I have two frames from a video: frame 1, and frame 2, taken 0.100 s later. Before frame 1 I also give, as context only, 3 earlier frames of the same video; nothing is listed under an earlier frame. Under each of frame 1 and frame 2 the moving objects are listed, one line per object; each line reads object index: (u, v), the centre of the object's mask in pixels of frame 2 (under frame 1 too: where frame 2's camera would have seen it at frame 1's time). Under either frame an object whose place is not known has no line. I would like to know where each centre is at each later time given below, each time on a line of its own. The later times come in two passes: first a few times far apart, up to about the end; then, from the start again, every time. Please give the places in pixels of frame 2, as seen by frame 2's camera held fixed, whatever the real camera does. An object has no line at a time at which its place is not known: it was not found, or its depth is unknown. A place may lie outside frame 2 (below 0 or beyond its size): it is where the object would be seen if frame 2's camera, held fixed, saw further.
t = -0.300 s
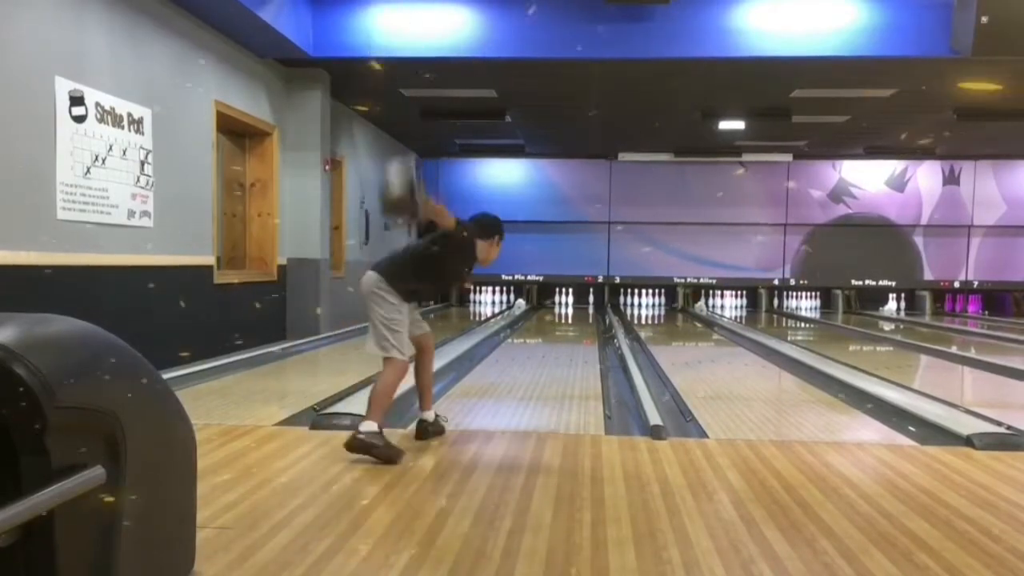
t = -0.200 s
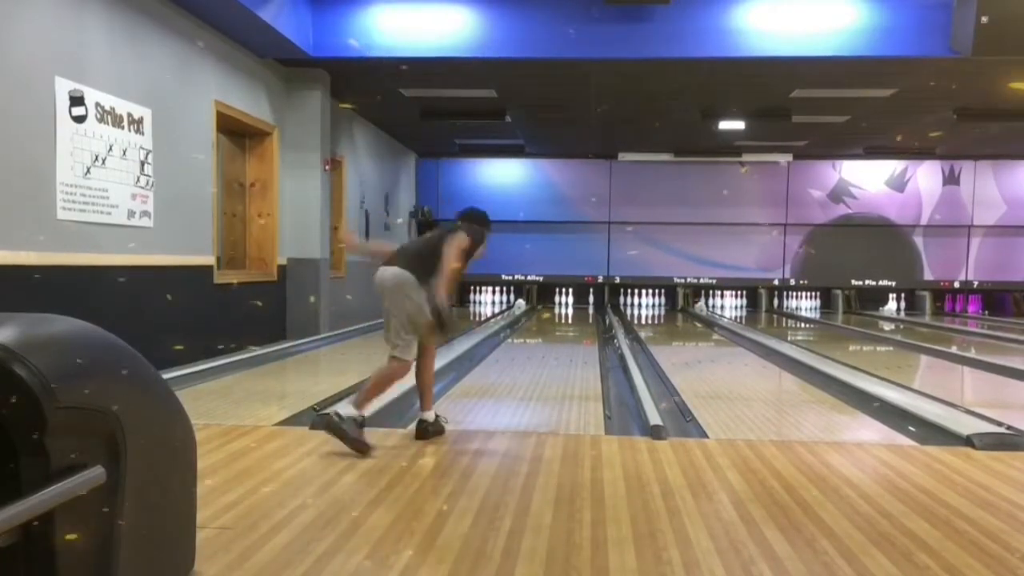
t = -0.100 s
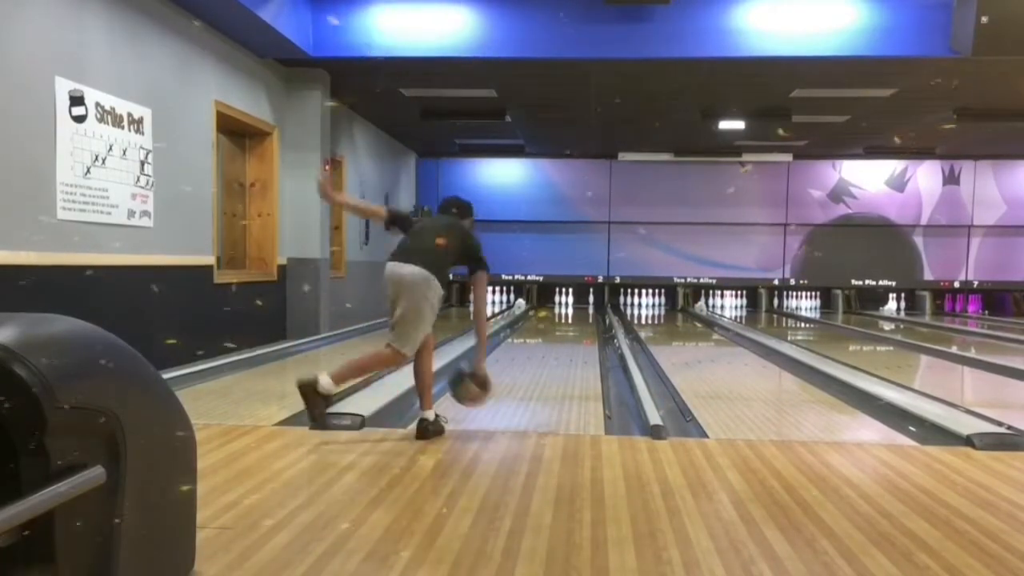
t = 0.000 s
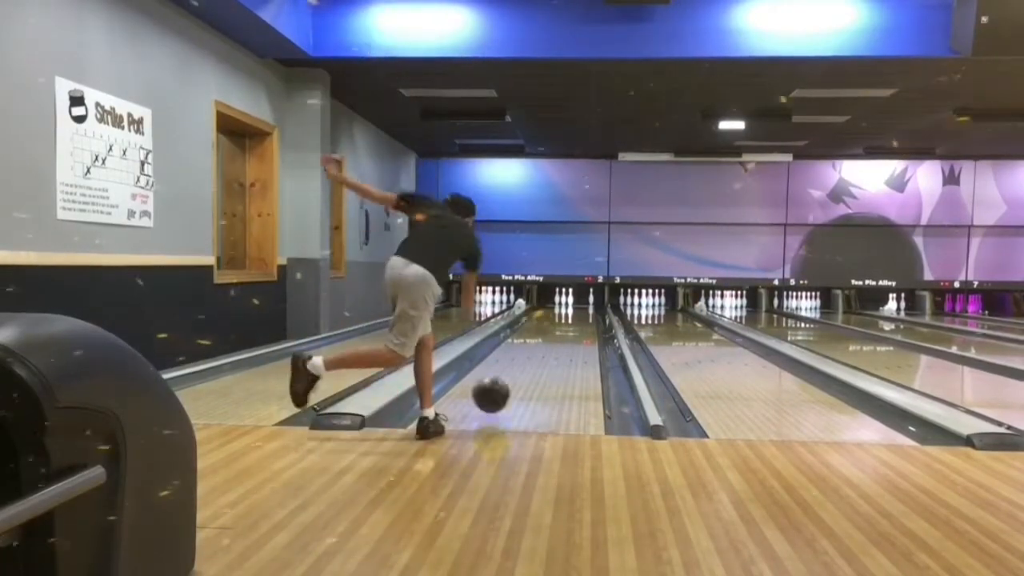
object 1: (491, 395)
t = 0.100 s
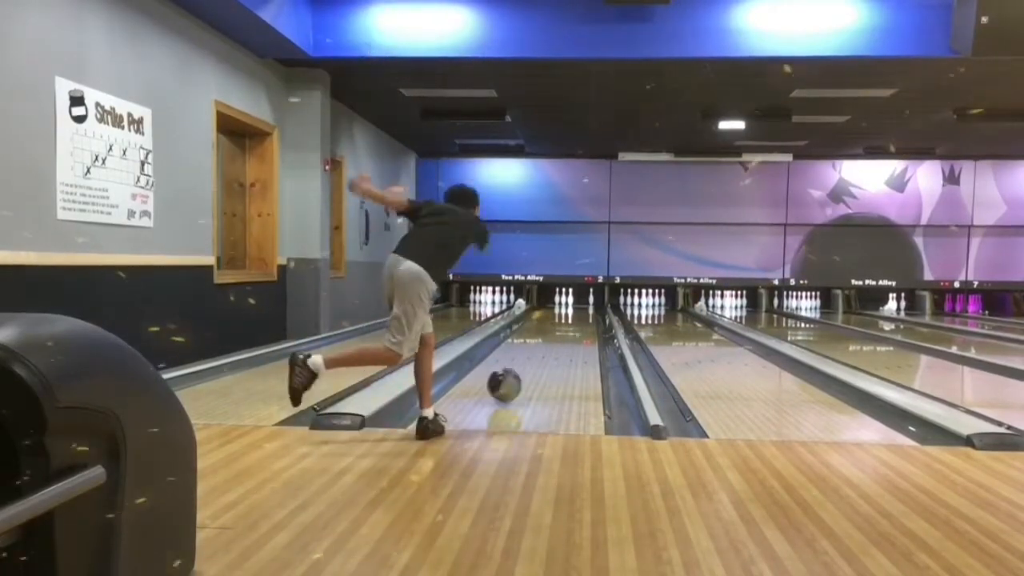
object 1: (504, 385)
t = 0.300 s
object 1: (524, 369)
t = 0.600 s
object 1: (545, 350)
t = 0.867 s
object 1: (557, 337)
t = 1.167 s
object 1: (566, 328)
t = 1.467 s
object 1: (571, 320)
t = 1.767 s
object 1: (578, 316)
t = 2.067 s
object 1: (580, 312)
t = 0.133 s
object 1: (508, 383)
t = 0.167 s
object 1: (512, 380)
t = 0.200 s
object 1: (516, 377)
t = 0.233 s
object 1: (519, 374)
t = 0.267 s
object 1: (522, 372)
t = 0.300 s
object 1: (524, 369)
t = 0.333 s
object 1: (527, 367)
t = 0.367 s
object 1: (530, 364)
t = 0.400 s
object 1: (532, 361)
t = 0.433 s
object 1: (535, 359)
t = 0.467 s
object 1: (536, 358)
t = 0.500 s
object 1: (539, 356)
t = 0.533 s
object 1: (541, 353)
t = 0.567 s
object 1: (543, 351)
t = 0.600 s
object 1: (545, 350)
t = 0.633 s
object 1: (546, 349)
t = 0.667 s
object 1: (548, 347)
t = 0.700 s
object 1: (551, 345)
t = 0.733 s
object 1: (551, 343)
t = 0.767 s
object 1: (553, 342)
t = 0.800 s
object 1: (553, 341)
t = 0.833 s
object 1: (555, 339)
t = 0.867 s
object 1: (557, 337)
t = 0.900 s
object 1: (558, 336)
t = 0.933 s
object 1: (559, 336)
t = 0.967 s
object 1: (558, 335)
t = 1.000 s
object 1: (560, 334)
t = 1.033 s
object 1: (563, 332)
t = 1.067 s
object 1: (563, 331)
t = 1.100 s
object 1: (564, 330)
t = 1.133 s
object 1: (565, 329)
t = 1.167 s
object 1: (566, 328)
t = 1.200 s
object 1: (567, 327)
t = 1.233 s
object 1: (566, 326)
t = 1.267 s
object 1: (568, 325)
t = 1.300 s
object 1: (568, 323)
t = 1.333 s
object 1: (569, 324)
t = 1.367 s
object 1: (570, 323)
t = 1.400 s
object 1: (570, 322)
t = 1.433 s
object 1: (572, 322)
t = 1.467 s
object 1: (571, 320)
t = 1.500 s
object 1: (572, 321)
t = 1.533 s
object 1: (572, 320)
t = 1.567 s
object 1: (570, 319)
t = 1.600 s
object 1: (573, 319)
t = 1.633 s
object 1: (571, 317)
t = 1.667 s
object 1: (572, 317)
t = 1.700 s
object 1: (575, 316)
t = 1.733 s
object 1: (572, 314)
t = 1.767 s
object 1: (578, 316)
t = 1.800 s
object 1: (577, 314)
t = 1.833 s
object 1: (578, 314)
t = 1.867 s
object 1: (578, 313)
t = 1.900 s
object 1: (579, 316)
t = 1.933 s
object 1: (579, 317)
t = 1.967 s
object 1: (580, 312)
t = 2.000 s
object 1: (580, 312)
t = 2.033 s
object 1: (580, 312)
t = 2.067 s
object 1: (580, 312)
